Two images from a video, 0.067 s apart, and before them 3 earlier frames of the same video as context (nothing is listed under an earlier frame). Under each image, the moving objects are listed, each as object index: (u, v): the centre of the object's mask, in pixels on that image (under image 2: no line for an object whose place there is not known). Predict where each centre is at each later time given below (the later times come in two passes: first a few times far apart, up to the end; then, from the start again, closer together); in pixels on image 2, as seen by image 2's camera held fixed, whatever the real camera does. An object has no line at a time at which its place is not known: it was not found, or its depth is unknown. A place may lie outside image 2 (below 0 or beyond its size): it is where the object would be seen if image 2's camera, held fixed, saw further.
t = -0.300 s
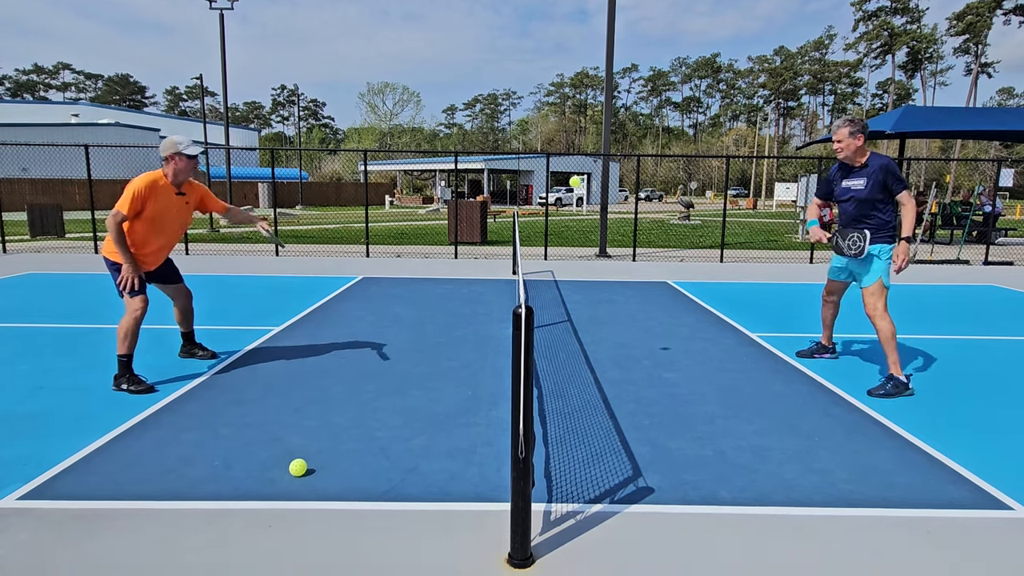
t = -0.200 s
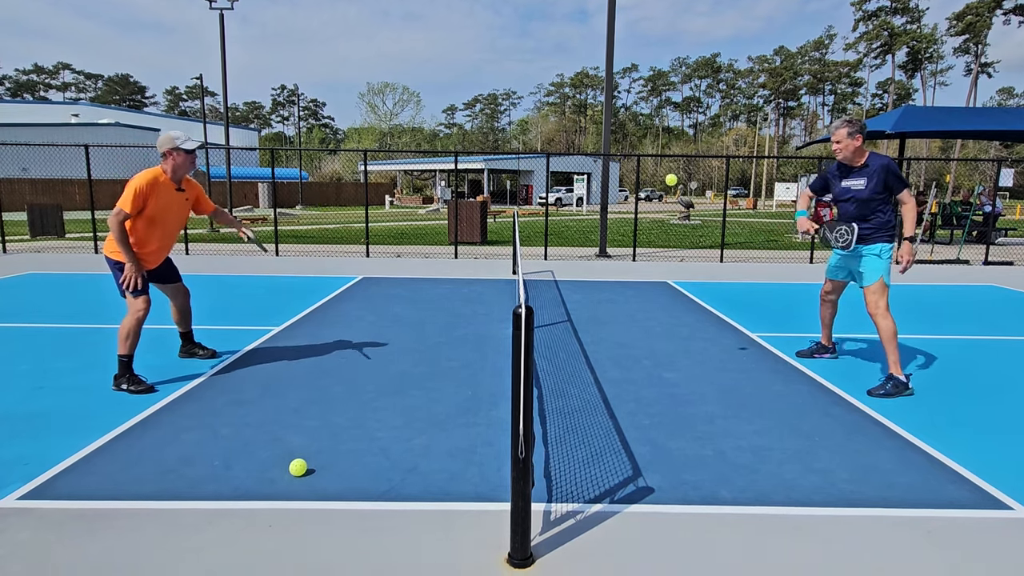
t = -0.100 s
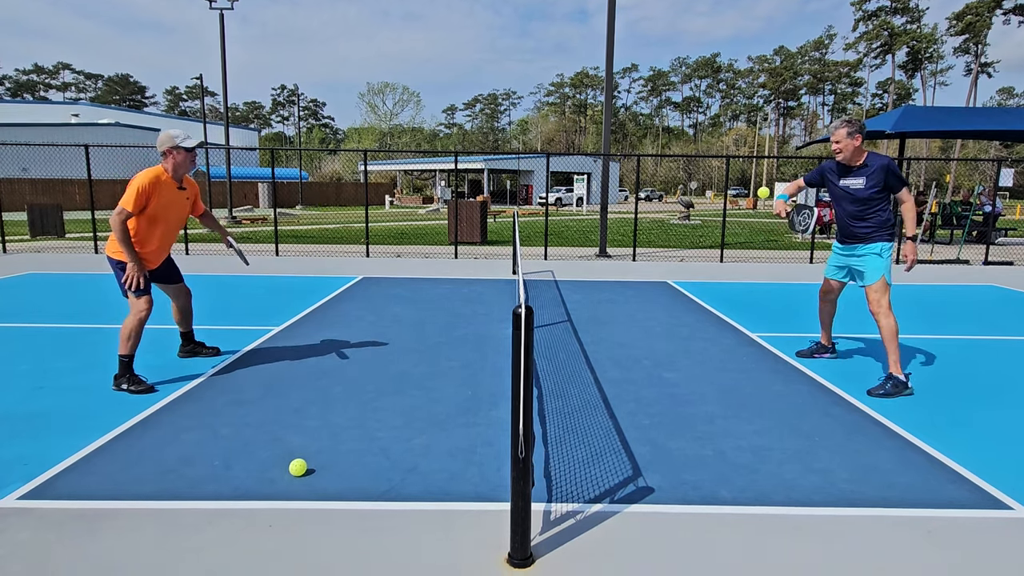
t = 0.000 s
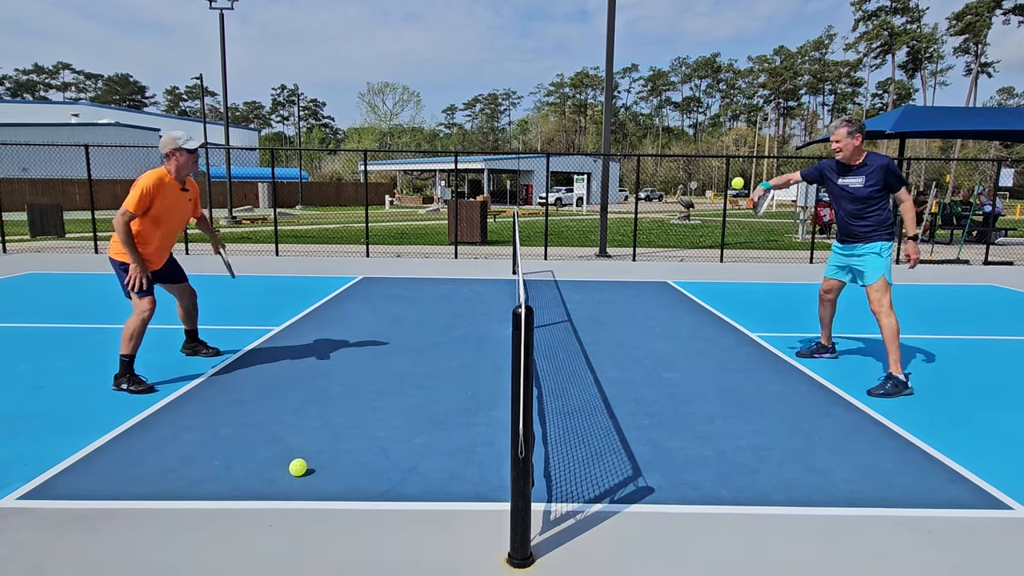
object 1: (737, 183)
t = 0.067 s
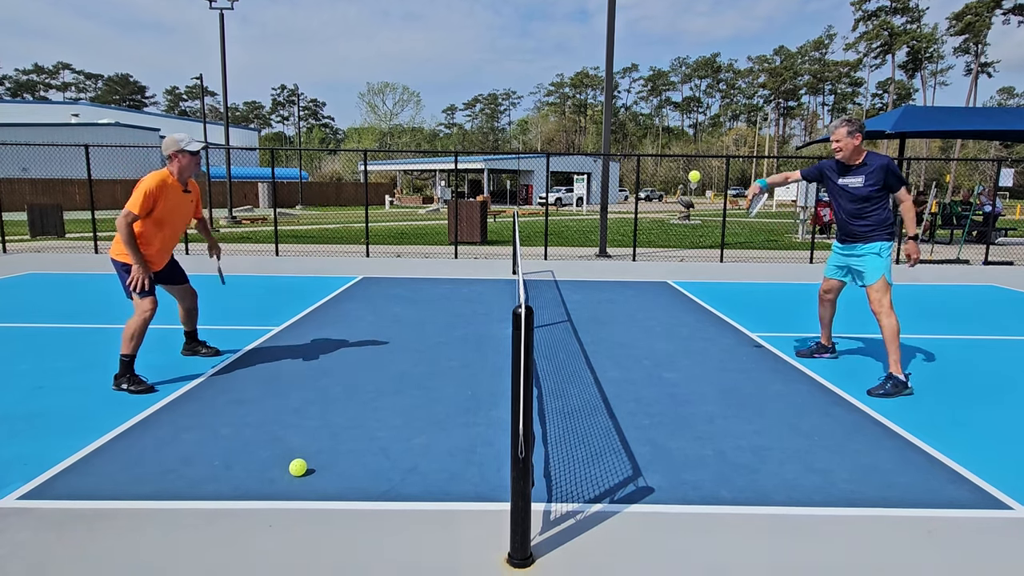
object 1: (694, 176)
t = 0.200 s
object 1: (611, 183)
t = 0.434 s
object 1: (480, 255)
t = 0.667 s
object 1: (378, 342)
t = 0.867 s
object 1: (327, 290)
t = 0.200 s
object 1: (611, 183)
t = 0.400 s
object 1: (498, 240)
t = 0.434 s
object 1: (480, 255)
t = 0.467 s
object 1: (463, 270)
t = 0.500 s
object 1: (447, 287)
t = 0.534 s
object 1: (430, 305)
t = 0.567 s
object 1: (415, 324)
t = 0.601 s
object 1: (400, 345)
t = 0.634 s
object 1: (387, 356)
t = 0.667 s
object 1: (378, 342)
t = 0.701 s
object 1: (369, 330)
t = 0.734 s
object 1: (361, 319)
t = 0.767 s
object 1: (352, 309)
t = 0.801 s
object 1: (344, 301)
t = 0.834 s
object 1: (335, 295)
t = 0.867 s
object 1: (327, 290)
